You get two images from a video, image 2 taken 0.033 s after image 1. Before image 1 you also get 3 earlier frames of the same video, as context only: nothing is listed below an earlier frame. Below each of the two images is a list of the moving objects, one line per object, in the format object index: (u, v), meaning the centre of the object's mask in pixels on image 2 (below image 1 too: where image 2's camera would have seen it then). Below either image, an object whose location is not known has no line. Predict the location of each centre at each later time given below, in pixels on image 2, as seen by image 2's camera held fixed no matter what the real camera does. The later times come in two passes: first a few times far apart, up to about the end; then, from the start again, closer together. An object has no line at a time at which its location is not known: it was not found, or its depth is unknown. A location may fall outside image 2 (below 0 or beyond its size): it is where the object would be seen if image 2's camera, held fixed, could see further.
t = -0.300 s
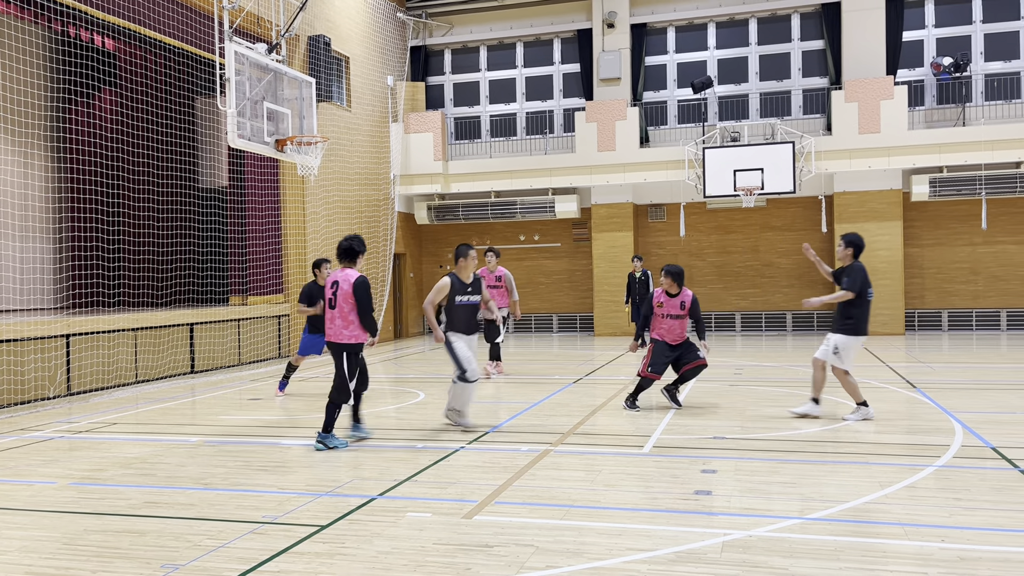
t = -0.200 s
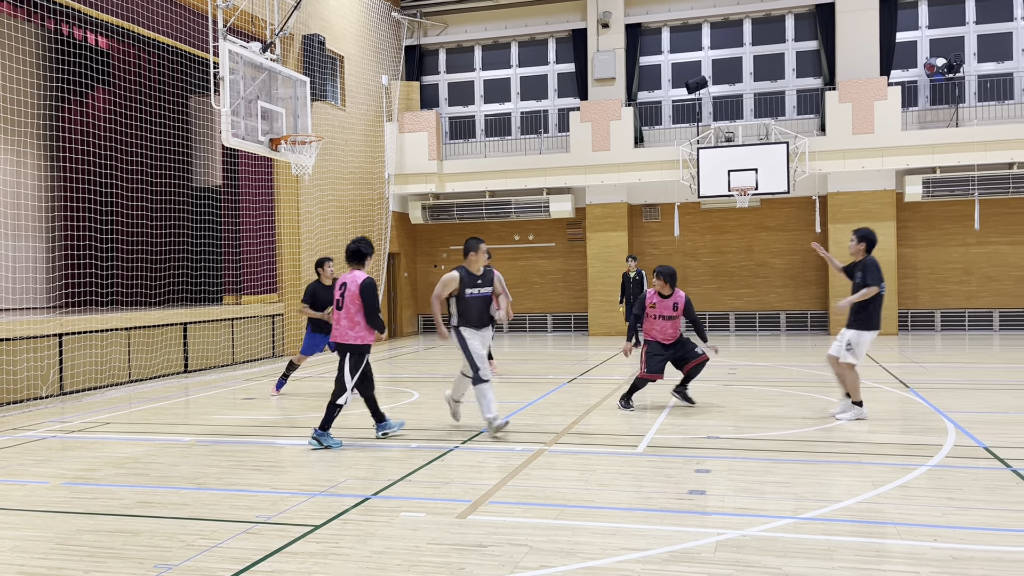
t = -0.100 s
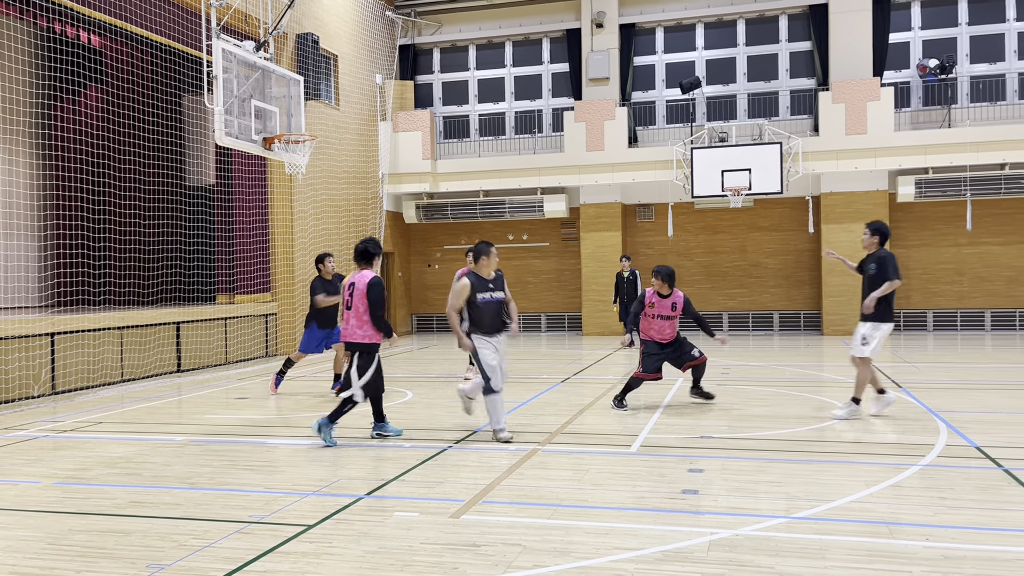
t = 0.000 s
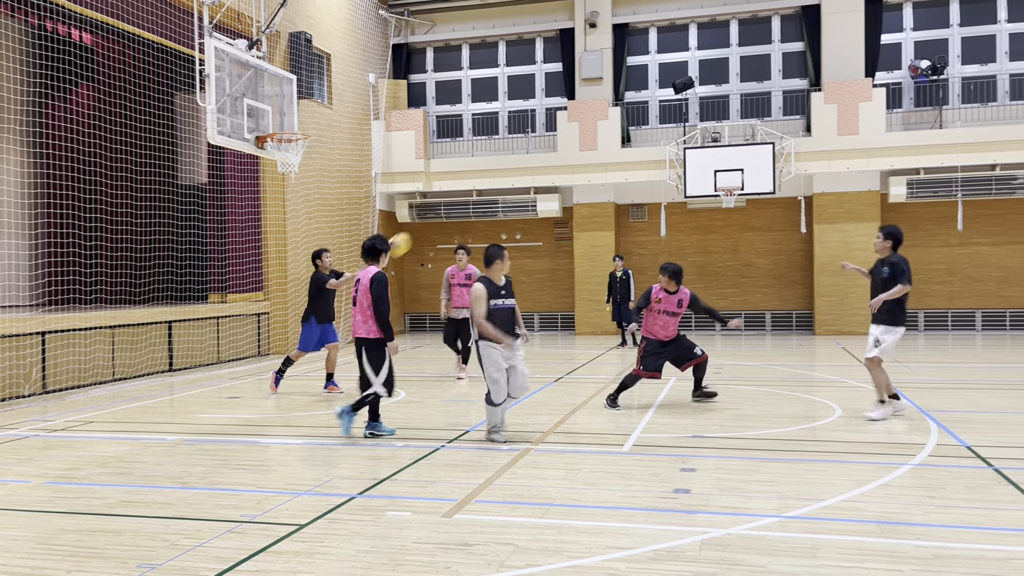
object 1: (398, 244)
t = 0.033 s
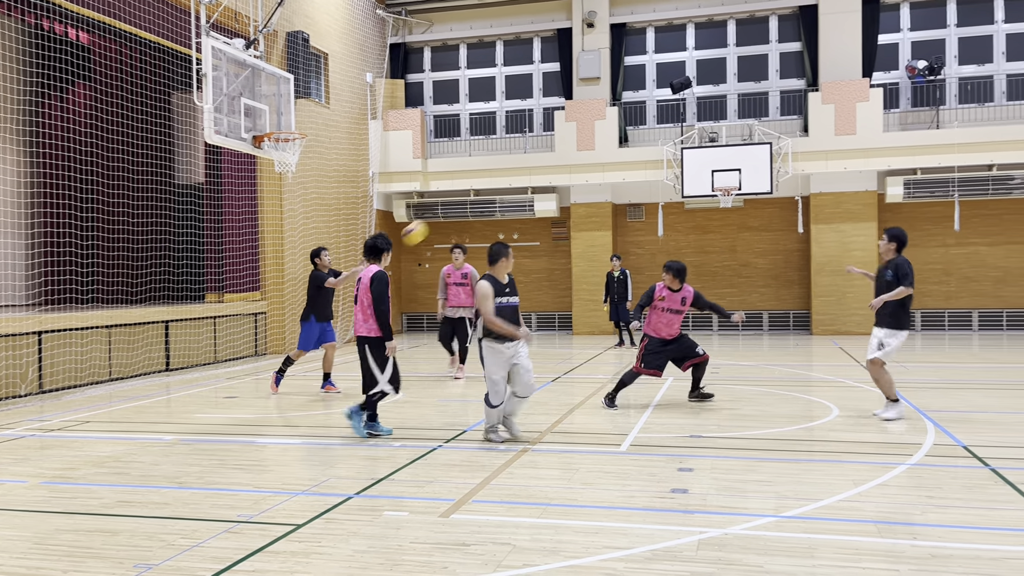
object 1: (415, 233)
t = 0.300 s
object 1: (573, 163)
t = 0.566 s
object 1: (752, 150)
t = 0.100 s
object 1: (453, 211)
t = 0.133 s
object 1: (473, 201)
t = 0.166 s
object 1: (493, 193)
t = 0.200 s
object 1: (513, 184)
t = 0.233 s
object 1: (533, 177)
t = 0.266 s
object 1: (553, 168)
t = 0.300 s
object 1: (573, 163)
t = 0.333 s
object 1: (595, 159)
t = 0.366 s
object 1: (617, 154)
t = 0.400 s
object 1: (638, 151)
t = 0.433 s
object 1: (660, 150)
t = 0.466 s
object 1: (683, 148)
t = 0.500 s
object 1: (705, 147)
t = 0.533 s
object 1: (729, 148)
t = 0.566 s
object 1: (752, 150)
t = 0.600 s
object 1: (775, 153)
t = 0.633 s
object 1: (799, 158)
